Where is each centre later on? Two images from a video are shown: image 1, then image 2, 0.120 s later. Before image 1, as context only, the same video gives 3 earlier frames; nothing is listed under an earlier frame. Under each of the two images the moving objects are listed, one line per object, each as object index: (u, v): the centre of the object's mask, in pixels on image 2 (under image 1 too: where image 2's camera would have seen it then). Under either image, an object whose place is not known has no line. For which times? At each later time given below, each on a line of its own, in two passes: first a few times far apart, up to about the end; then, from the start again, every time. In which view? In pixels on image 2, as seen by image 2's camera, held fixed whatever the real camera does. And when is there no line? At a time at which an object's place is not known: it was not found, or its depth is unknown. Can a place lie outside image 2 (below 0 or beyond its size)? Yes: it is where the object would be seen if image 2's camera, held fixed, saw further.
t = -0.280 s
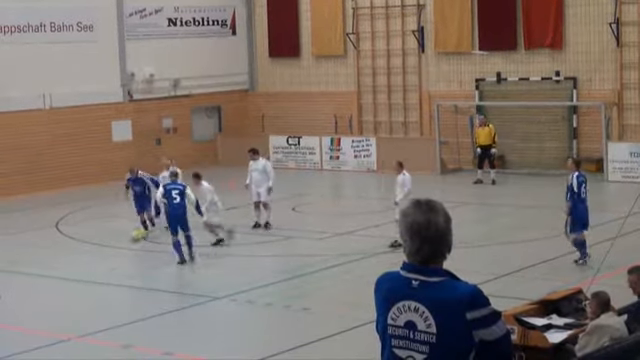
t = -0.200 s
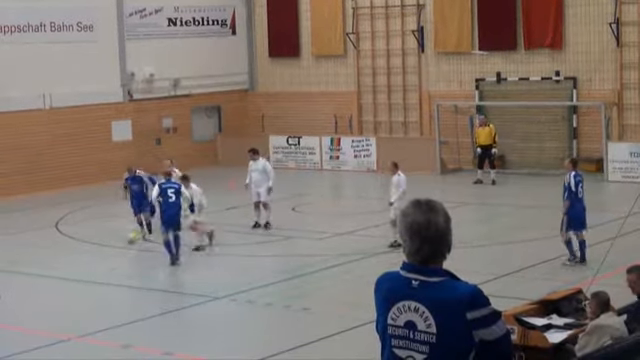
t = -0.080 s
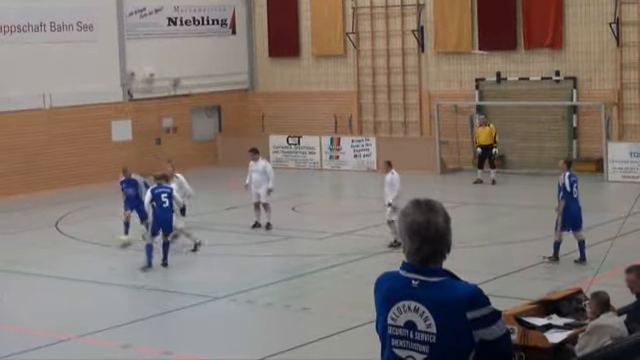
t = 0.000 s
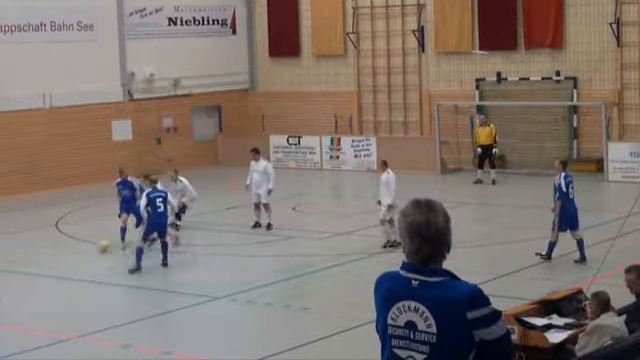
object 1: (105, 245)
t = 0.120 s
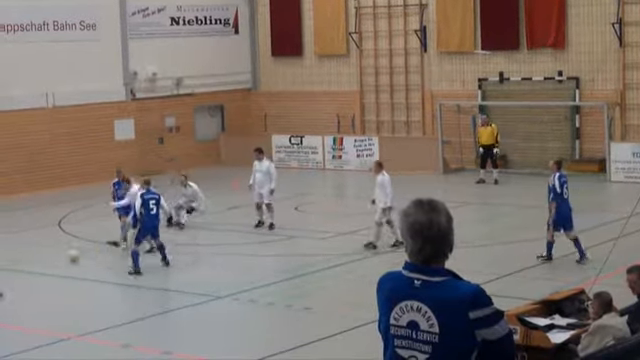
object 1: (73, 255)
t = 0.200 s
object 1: (51, 264)
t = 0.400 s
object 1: (-4, 279)
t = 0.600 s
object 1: (-60, 297)
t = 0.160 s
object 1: (62, 259)
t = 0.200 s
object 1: (51, 264)
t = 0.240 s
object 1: (39, 267)
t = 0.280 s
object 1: (28, 270)
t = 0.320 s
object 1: (18, 273)
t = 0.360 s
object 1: (8, 276)
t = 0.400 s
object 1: (-4, 279)
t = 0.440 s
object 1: (-15, 283)
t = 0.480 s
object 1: (-27, 287)
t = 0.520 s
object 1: (-40, 291)
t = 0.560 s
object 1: (-51, 293)
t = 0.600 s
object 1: (-60, 297)
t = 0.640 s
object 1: (-74, 301)
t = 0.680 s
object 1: (-86, 305)
